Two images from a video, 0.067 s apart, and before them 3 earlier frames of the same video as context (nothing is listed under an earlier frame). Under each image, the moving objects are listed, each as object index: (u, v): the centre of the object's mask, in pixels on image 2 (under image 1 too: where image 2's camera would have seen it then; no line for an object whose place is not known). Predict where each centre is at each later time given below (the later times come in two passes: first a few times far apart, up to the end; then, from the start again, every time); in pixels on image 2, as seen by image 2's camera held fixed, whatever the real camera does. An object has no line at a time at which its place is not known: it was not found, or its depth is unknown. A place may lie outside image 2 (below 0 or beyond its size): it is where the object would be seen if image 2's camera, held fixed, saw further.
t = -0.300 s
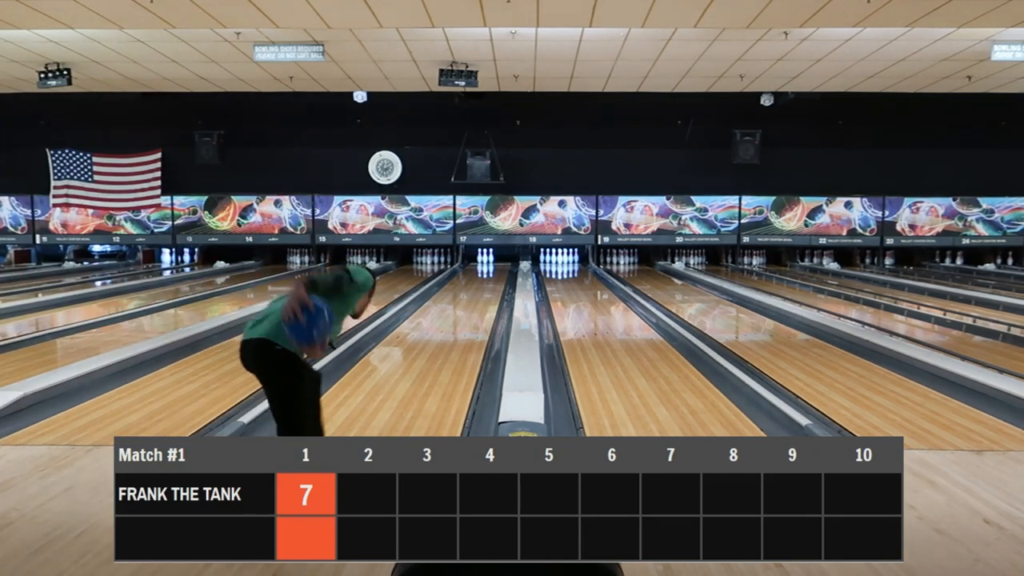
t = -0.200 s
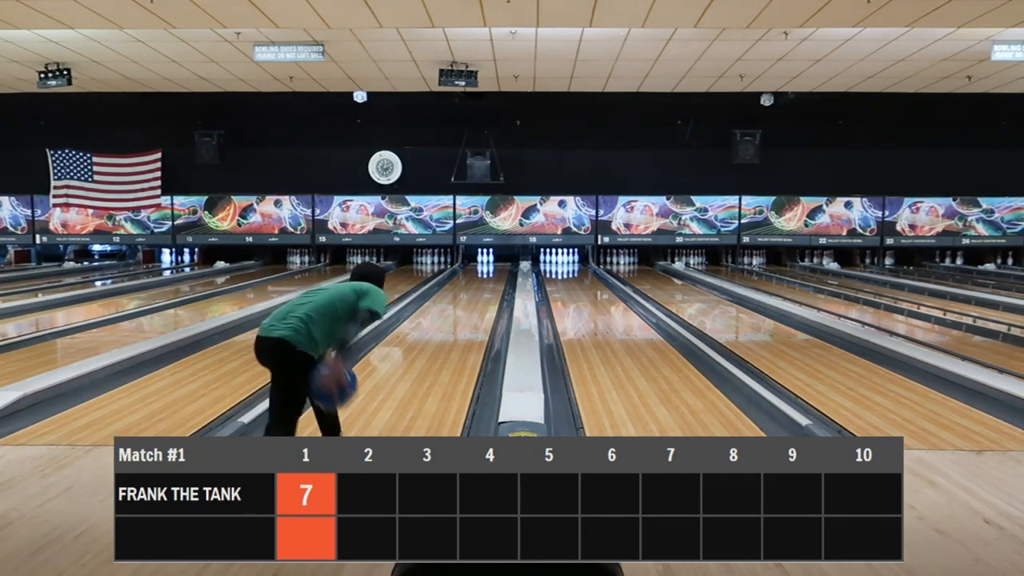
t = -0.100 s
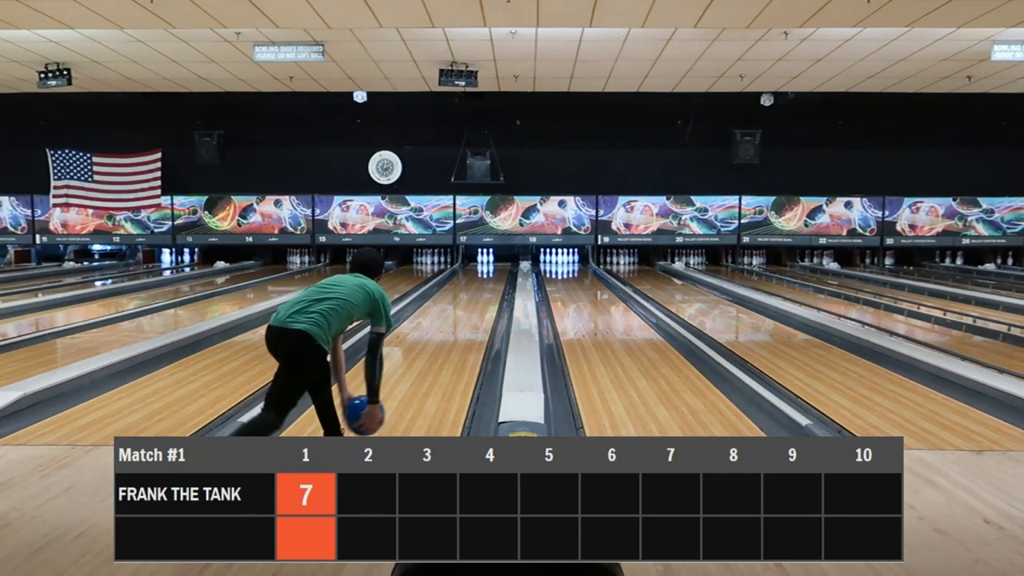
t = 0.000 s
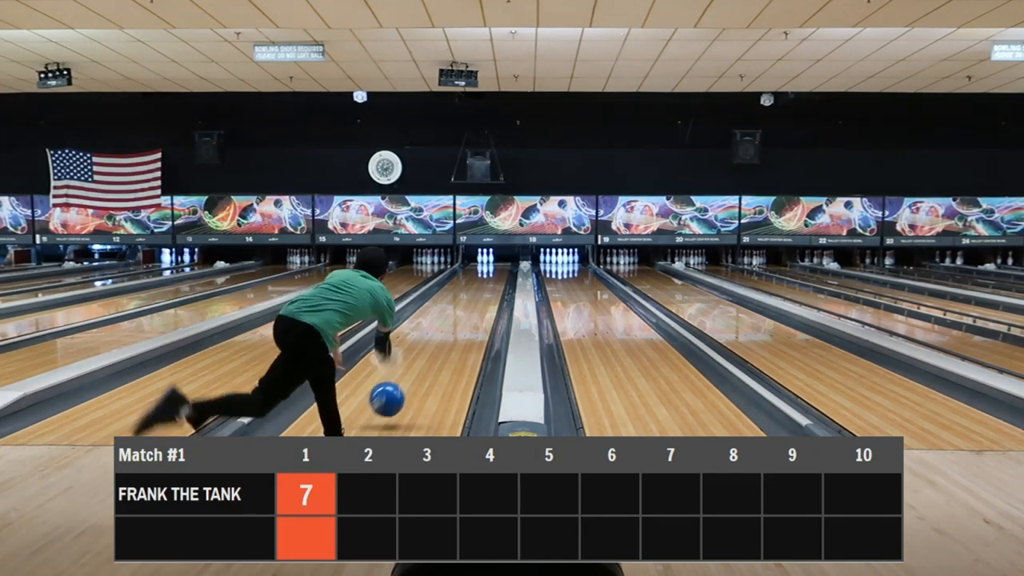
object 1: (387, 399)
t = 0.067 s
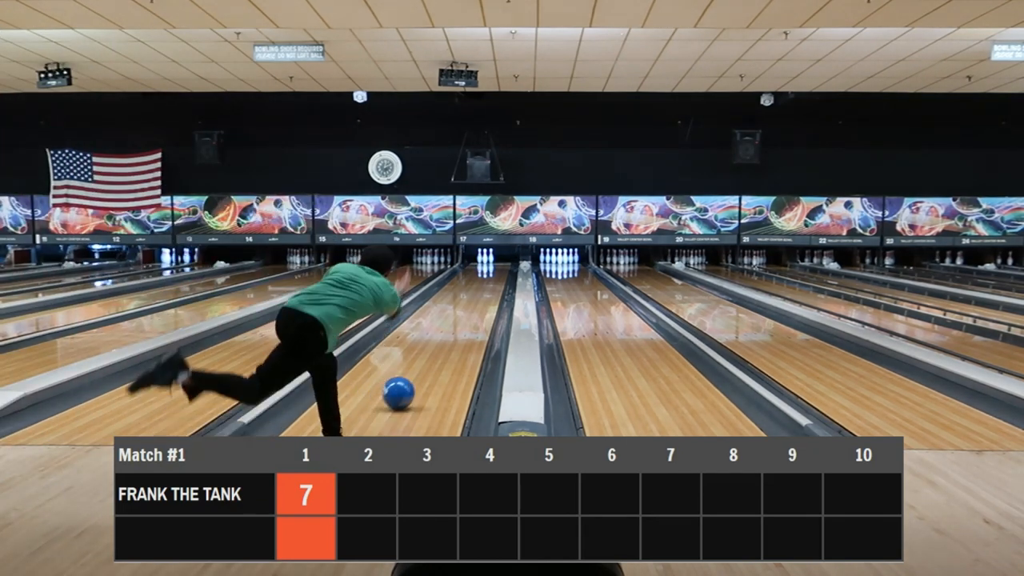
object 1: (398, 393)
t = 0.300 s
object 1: (426, 353)
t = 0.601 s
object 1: (447, 323)
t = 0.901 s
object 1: (460, 303)
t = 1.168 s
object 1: (468, 291)
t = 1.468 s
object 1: (474, 281)
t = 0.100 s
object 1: (403, 385)
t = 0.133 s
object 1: (408, 379)
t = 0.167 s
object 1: (412, 374)
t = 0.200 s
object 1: (416, 368)
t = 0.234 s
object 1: (420, 363)
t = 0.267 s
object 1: (423, 358)
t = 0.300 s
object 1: (426, 353)
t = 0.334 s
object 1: (429, 349)
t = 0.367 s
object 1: (432, 345)
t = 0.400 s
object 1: (434, 341)
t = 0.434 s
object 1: (437, 337)
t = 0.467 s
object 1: (439, 334)
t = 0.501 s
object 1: (441, 330)
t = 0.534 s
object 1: (443, 328)
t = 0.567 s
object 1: (445, 325)
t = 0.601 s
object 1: (447, 323)
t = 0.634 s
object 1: (449, 320)
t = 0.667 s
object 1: (450, 318)
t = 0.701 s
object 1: (452, 316)
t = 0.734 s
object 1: (453, 313)
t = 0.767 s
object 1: (455, 311)
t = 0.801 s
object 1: (456, 309)
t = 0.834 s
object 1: (458, 307)
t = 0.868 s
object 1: (459, 305)
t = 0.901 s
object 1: (460, 303)
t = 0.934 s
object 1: (461, 302)
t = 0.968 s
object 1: (462, 300)
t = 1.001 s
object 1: (463, 299)
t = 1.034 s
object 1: (464, 297)
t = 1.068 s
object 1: (465, 295)
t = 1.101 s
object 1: (466, 294)
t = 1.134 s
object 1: (467, 293)
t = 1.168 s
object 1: (468, 291)
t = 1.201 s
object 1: (469, 290)
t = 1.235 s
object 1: (469, 289)
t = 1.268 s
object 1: (470, 288)
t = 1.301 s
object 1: (471, 287)
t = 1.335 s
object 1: (471, 285)
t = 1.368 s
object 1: (472, 284)
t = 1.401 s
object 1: (473, 283)
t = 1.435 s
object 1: (473, 282)
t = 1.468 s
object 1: (474, 281)
